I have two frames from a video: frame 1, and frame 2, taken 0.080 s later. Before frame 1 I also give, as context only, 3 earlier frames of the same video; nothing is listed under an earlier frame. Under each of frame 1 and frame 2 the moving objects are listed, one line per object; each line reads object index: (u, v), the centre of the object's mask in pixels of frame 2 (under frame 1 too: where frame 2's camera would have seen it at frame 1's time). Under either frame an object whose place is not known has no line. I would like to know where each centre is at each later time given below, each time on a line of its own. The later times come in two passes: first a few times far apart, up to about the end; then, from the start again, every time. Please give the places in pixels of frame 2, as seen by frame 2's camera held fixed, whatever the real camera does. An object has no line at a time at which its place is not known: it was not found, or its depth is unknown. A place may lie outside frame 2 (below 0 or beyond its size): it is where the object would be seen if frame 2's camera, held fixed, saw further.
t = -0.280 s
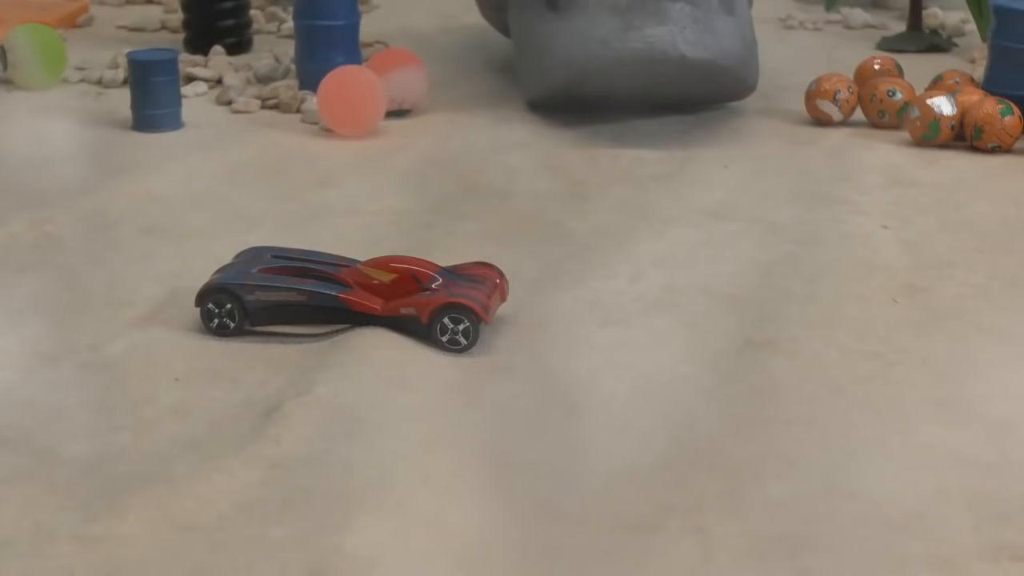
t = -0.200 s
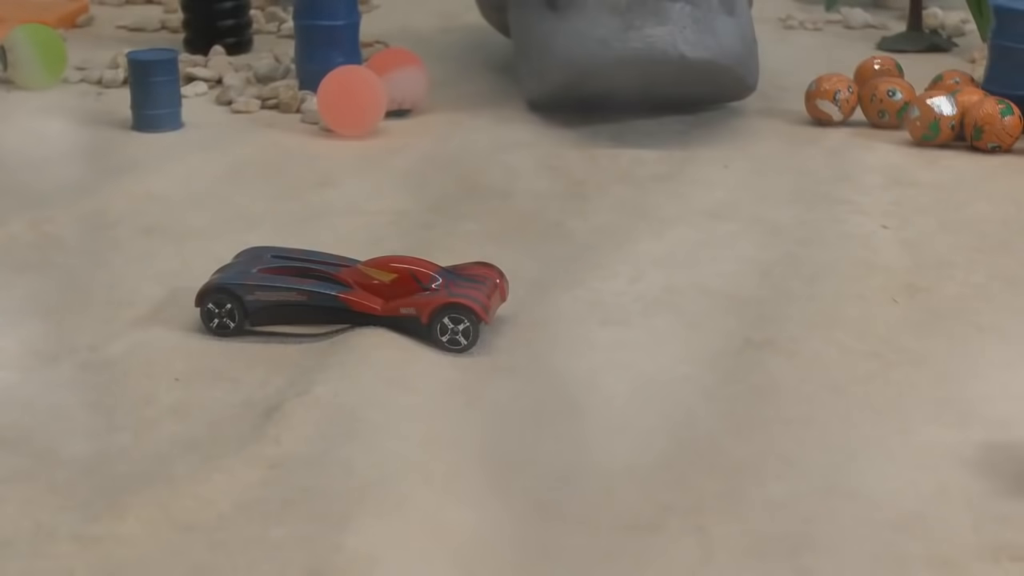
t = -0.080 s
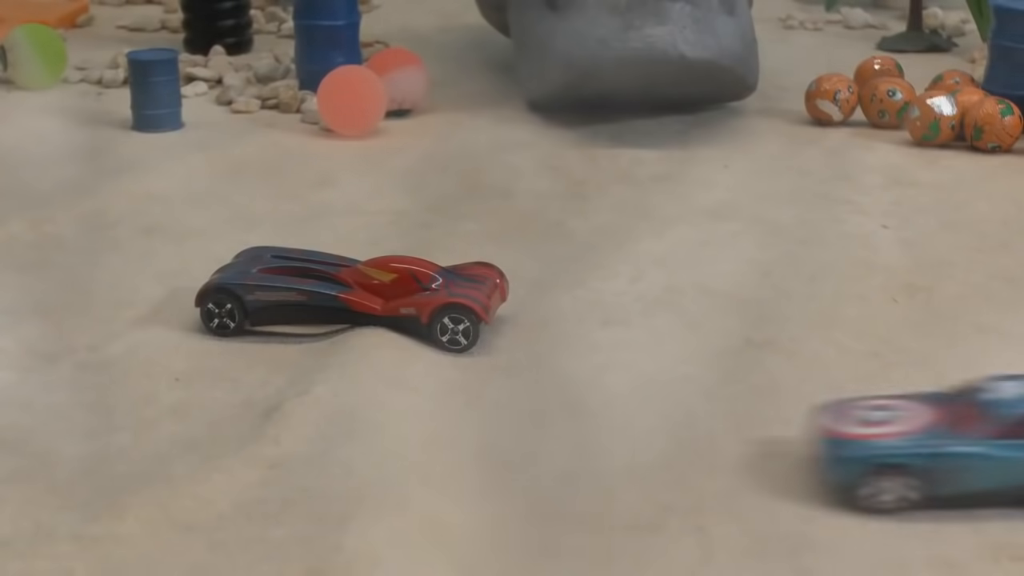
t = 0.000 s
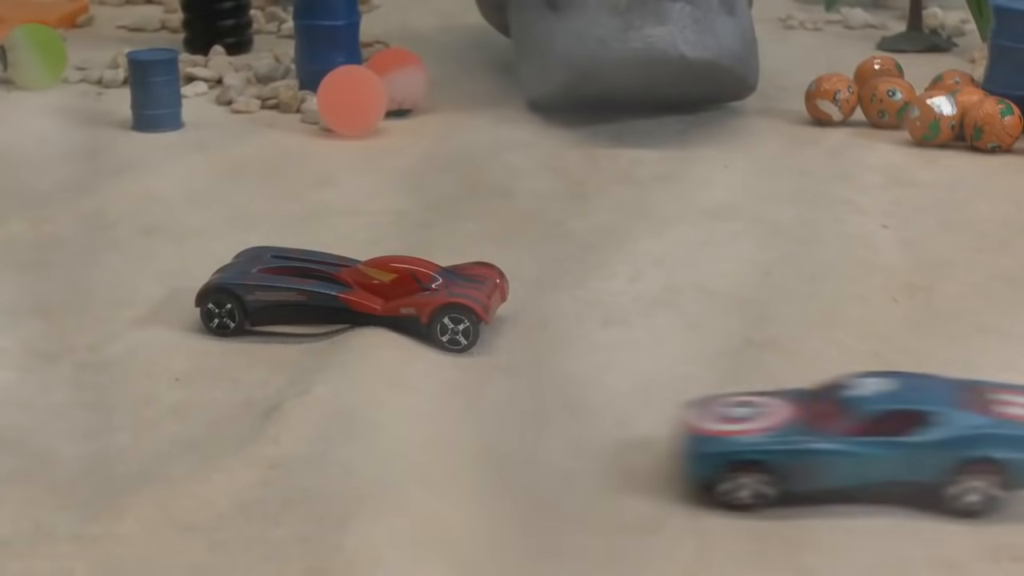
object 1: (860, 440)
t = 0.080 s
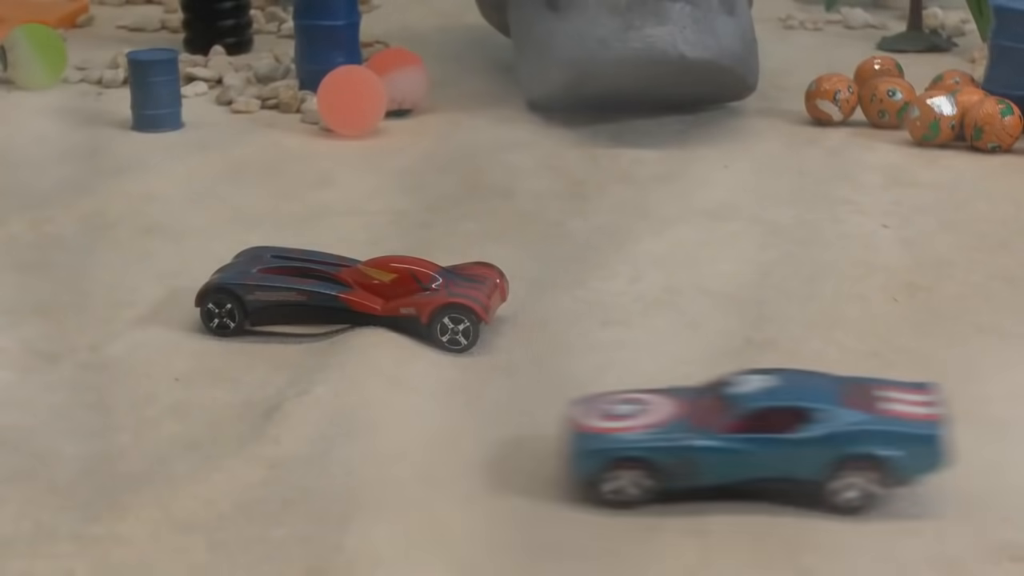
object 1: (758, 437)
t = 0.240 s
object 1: (586, 432)
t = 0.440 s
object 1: (557, 431)
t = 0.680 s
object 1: (571, 432)
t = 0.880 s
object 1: (571, 431)
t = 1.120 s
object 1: (571, 431)
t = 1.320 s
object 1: (571, 432)
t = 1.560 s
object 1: (571, 432)
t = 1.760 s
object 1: (571, 432)
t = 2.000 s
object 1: (571, 432)
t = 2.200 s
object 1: (571, 432)
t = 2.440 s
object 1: (571, 432)
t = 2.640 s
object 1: (571, 432)
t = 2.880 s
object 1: (571, 432)
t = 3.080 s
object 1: (571, 431)
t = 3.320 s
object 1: (571, 431)
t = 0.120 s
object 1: (706, 436)
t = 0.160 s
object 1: (661, 434)
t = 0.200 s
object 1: (621, 434)
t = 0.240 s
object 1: (586, 432)
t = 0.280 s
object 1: (562, 430)
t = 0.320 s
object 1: (547, 430)
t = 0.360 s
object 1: (544, 430)
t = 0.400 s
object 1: (549, 431)
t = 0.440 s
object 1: (557, 431)
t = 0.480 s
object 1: (563, 431)
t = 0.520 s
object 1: (568, 431)
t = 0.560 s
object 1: (571, 431)
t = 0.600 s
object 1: (571, 432)
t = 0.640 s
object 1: (571, 431)
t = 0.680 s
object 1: (571, 432)
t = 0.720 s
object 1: (571, 431)
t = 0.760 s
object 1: (571, 432)
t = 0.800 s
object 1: (571, 431)
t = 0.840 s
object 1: (571, 431)
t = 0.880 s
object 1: (571, 431)
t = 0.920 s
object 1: (571, 431)
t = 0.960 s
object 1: (571, 431)
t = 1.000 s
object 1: (571, 431)
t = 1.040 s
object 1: (571, 431)
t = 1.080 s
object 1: (571, 431)
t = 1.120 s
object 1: (571, 431)
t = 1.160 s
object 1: (571, 432)
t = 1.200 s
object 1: (571, 432)
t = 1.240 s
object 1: (571, 432)
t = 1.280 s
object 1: (571, 432)
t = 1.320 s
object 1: (571, 432)
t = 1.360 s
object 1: (571, 432)
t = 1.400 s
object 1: (571, 432)
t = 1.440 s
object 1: (571, 432)
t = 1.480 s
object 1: (571, 432)
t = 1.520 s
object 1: (571, 432)
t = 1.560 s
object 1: (571, 432)
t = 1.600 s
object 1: (571, 432)
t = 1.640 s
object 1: (571, 432)
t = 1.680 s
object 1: (571, 432)
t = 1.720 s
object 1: (571, 432)
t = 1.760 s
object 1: (571, 432)
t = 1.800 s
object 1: (571, 432)
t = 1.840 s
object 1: (571, 432)
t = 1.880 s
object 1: (571, 432)
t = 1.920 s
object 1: (571, 432)
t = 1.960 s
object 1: (571, 432)
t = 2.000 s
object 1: (571, 432)
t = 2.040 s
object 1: (571, 432)
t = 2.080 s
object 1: (571, 432)
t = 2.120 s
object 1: (571, 432)
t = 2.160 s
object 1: (571, 432)
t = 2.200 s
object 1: (571, 432)
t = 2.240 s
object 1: (571, 432)
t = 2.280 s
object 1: (571, 432)
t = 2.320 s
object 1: (571, 432)
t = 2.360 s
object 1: (571, 432)
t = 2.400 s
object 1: (571, 432)
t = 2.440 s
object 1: (571, 432)
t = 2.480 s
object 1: (571, 432)
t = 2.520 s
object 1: (571, 432)
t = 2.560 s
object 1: (571, 432)
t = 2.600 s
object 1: (571, 432)
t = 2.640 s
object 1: (571, 432)
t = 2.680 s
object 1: (571, 432)
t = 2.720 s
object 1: (571, 432)
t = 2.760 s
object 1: (571, 432)
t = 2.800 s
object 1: (571, 432)
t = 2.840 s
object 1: (571, 432)
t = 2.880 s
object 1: (571, 432)
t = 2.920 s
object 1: (571, 431)
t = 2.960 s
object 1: (571, 432)
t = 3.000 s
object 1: (571, 431)
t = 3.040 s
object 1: (571, 431)
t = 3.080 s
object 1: (571, 431)
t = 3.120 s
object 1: (571, 431)
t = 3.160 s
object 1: (571, 431)
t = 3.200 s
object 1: (571, 431)
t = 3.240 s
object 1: (571, 431)
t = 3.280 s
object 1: (571, 431)
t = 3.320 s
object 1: (571, 431)
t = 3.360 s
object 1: (571, 431)
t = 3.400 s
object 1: (571, 431)
